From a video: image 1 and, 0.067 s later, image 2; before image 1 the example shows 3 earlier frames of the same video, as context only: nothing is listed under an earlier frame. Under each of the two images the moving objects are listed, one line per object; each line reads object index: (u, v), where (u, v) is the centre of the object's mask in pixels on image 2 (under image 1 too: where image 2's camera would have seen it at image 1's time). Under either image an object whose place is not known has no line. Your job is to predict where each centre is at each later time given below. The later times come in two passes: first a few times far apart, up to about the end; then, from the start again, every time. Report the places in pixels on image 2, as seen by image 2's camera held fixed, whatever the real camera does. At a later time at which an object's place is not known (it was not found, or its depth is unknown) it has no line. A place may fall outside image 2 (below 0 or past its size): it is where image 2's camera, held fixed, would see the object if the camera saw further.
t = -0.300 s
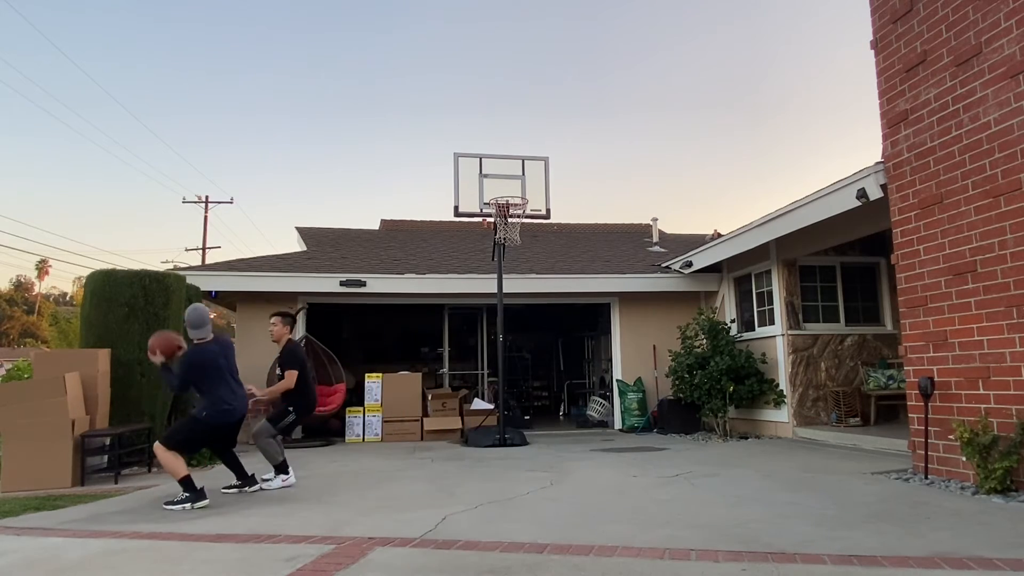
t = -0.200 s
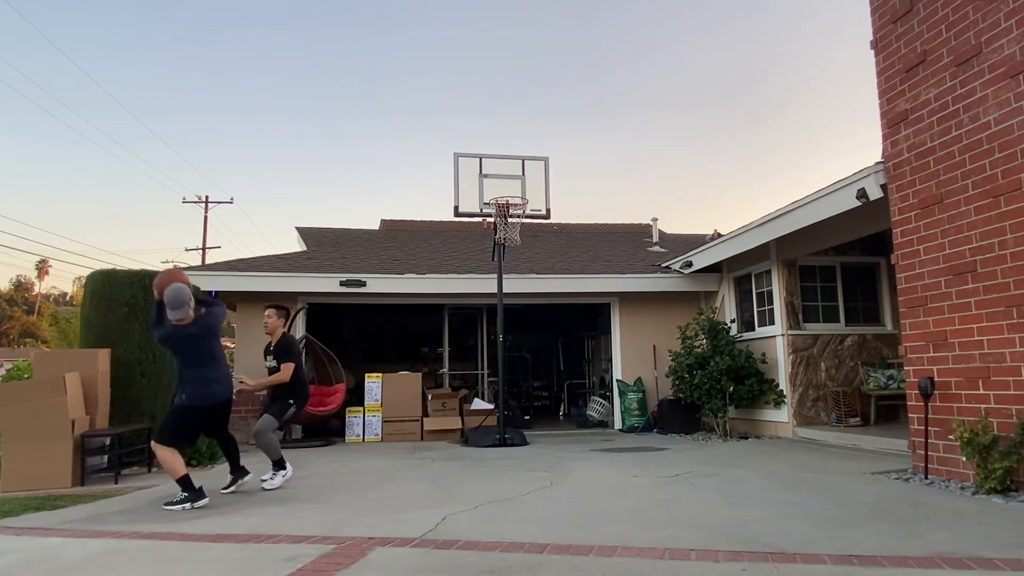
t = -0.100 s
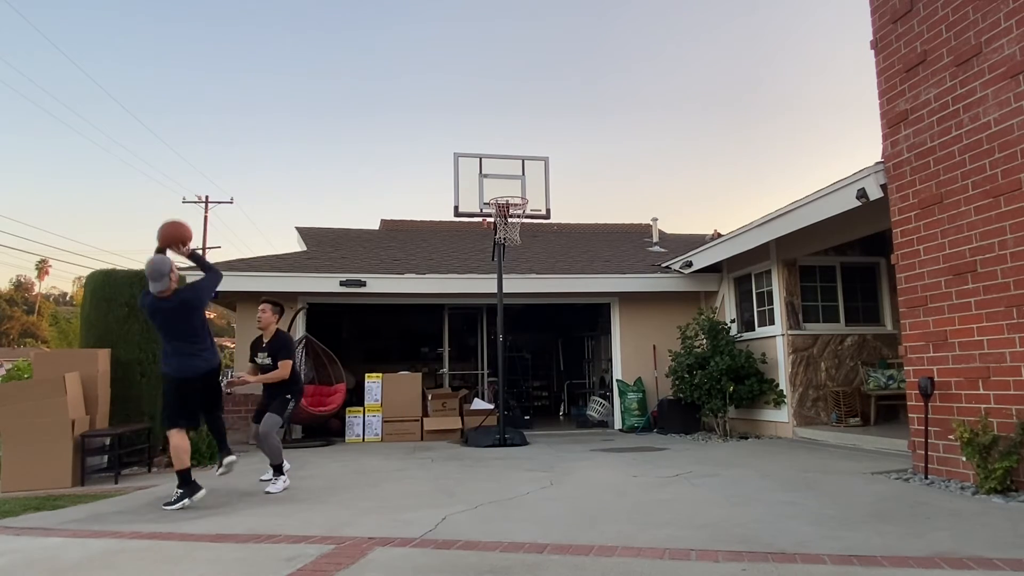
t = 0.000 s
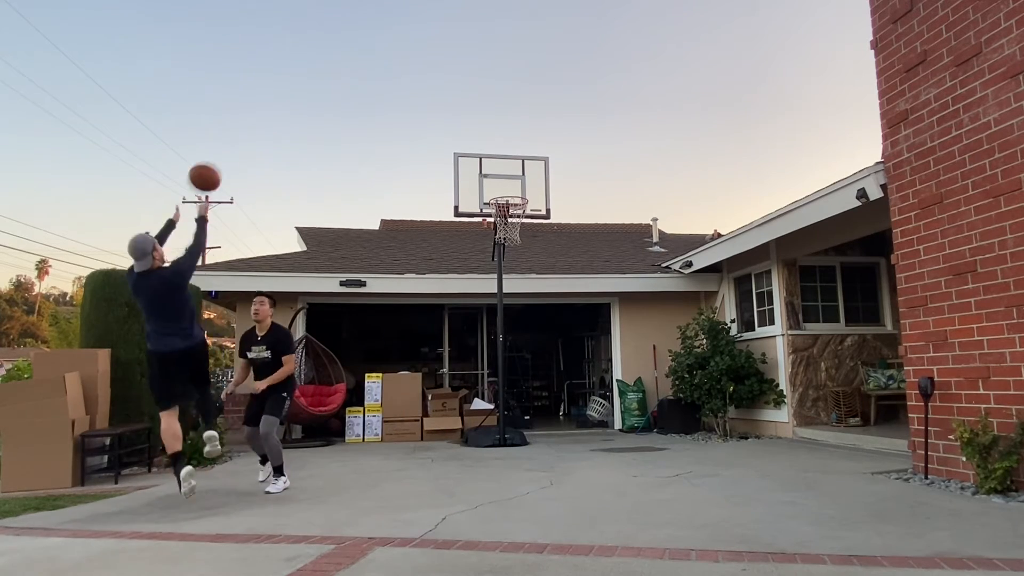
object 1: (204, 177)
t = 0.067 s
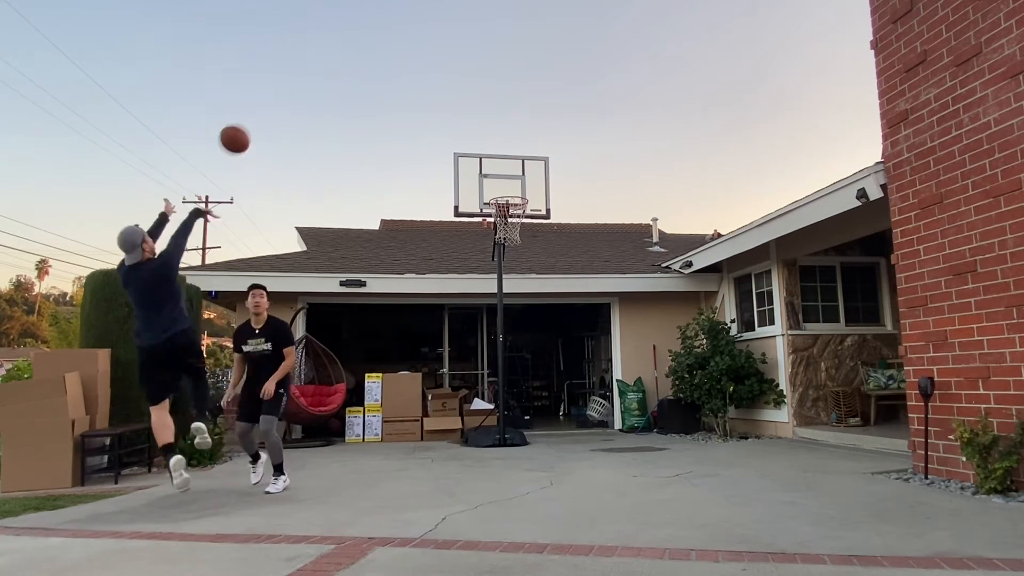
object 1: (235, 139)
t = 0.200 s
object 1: (287, 85)
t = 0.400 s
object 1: (353, 49)
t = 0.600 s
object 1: (406, 53)
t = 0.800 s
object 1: (452, 91)
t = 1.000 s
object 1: (493, 153)
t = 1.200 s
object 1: (525, 229)
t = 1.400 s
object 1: (531, 271)
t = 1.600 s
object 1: (539, 340)
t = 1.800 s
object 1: (548, 436)
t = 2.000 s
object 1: (531, 364)
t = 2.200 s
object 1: (515, 324)
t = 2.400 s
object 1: (512, 314)
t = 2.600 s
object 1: (517, 334)
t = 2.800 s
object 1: (524, 382)
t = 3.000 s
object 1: (548, 424)
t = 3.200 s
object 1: (599, 429)
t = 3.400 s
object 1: (642, 430)
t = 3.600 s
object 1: (683, 426)
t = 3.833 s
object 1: (695, 422)
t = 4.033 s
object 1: (679, 427)
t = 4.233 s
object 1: (675, 428)
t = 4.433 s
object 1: (671, 428)
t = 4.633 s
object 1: (665, 428)
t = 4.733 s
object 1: (662, 429)
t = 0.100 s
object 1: (249, 123)
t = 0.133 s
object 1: (262, 108)
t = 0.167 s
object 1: (275, 96)
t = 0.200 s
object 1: (287, 85)
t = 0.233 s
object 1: (299, 75)
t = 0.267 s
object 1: (311, 68)
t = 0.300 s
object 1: (322, 61)
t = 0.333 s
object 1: (332, 56)
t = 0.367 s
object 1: (343, 51)
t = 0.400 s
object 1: (353, 49)
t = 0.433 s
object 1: (362, 47)
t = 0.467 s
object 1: (372, 46)
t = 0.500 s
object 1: (381, 46)
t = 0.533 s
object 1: (389, 48)
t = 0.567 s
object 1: (398, 50)
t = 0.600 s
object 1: (406, 53)
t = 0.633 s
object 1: (415, 58)
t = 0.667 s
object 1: (422, 63)
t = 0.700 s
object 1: (430, 69)
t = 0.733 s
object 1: (438, 75)
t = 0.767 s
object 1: (445, 82)
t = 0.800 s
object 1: (452, 91)
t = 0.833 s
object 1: (459, 99)
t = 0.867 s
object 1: (466, 109)
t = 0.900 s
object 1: (473, 119)
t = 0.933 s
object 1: (480, 130)
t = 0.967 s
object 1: (486, 141)
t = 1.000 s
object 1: (493, 153)
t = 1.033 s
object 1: (499, 166)
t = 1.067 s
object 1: (505, 179)
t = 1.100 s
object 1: (511, 193)
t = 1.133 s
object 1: (517, 208)
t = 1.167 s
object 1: (522, 221)
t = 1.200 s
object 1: (525, 229)
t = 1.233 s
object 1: (526, 233)
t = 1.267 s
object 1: (527, 240)
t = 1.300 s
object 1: (528, 246)
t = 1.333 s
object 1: (529, 254)
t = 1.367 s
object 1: (531, 262)
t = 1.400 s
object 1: (531, 271)
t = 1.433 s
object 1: (533, 280)
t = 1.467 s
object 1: (534, 291)
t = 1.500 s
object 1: (535, 302)
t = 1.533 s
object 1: (537, 314)
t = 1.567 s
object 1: (538, 326)
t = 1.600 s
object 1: (539, 340)
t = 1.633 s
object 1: (541, 354)
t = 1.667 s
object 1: (542, 369)
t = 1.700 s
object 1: (544, 385)
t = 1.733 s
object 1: (545, 402)
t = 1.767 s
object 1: (547, 419)
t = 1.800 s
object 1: (548, 436)
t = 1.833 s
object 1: (546, 422)
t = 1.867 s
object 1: (542, 409)
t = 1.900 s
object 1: (540, 396)
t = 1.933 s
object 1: (537, 384)
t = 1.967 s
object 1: (534, 374)
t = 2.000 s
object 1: (531, 364)
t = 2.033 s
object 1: (529, 356)
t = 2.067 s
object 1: (526, 347)
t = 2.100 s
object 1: (524, 340)
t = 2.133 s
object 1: (521, 335)
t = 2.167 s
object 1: (518, 329)
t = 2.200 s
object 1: (515, 324)
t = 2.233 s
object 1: (513, 320)
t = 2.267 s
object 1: (511, 318)
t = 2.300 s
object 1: (510, 315)
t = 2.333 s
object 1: (511, 314)
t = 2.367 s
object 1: (511, 314)
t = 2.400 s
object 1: (512, 314)
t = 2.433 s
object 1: (512, 316)
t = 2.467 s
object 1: (513, 318)
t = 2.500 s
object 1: (514, 321)
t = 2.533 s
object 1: (515, 324)
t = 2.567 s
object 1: (516, 329)
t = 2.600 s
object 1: (517, 334)
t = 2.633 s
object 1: (518, 340)
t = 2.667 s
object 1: (519, 347)
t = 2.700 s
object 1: (520, 355)
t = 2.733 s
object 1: (522, 363)
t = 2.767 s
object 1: (522, 372)
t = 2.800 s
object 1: (524, 382)
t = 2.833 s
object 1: (524, 393)
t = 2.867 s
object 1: (526, 404)
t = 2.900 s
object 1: (527, 418)
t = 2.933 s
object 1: (530, 426)
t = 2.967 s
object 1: (539, 425)
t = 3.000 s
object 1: (548, 424)
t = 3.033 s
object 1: (557, 424)
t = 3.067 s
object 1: (566, 426)
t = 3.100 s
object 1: (575, 427)
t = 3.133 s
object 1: (584, 431)
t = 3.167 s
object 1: (593, 431)
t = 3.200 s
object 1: (599, 429)
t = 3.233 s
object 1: (607, 426)
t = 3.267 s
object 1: (614, 426)
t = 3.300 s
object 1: (621, 426)
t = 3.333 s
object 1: (629, 426)
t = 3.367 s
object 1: (635, 427)
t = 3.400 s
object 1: (642, 430)
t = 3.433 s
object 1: (649, 429)
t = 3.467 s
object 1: (656, 426)
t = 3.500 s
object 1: (663, 425)
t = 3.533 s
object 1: (669, 425)
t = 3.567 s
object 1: (676, 425)
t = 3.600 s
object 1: (683, 426)
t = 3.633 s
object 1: (690, 428)
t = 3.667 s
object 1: (696, 427)
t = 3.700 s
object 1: (702, 425)
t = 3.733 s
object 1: (704, 424)
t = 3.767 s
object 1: (701, 423)
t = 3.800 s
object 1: (697, 422)
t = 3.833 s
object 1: (695, 422)
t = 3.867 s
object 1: (691, 423)
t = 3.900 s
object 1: (688, 424)
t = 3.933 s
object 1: (684, 426)
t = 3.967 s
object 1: (681, 429)
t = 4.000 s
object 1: (680, 428)
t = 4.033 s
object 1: (679, 427)
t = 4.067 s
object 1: (679, 426)
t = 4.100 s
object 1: (678, 426)
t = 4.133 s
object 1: (677, 426)
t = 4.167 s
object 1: (677, 427)
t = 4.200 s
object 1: (676, 429)
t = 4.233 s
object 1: (675, 428)
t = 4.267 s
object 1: (675, 427)
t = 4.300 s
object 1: (674, 427)
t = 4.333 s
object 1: (674, 427)
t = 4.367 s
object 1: (672, 428)
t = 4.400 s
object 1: (671, 429)
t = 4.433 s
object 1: (671, 428)
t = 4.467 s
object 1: (670, 427)
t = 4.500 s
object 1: (669, 427)
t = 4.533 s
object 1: (668, 428)
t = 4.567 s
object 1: (667, 429)
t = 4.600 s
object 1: (666, 428)
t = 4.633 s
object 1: (665, 428)
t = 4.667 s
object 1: (664, 428)
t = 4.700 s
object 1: (663, 429)
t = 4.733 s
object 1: (662, 429)
